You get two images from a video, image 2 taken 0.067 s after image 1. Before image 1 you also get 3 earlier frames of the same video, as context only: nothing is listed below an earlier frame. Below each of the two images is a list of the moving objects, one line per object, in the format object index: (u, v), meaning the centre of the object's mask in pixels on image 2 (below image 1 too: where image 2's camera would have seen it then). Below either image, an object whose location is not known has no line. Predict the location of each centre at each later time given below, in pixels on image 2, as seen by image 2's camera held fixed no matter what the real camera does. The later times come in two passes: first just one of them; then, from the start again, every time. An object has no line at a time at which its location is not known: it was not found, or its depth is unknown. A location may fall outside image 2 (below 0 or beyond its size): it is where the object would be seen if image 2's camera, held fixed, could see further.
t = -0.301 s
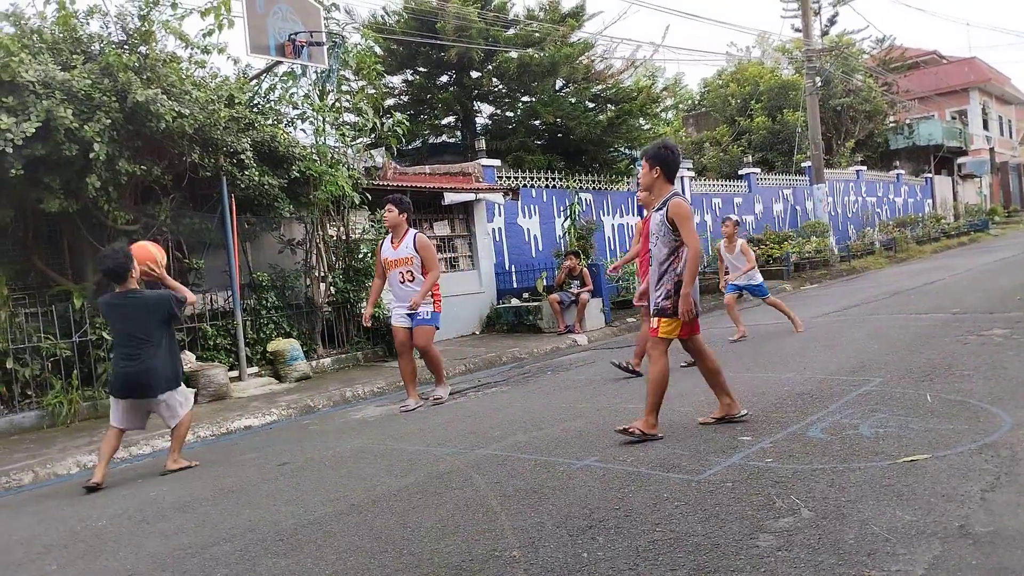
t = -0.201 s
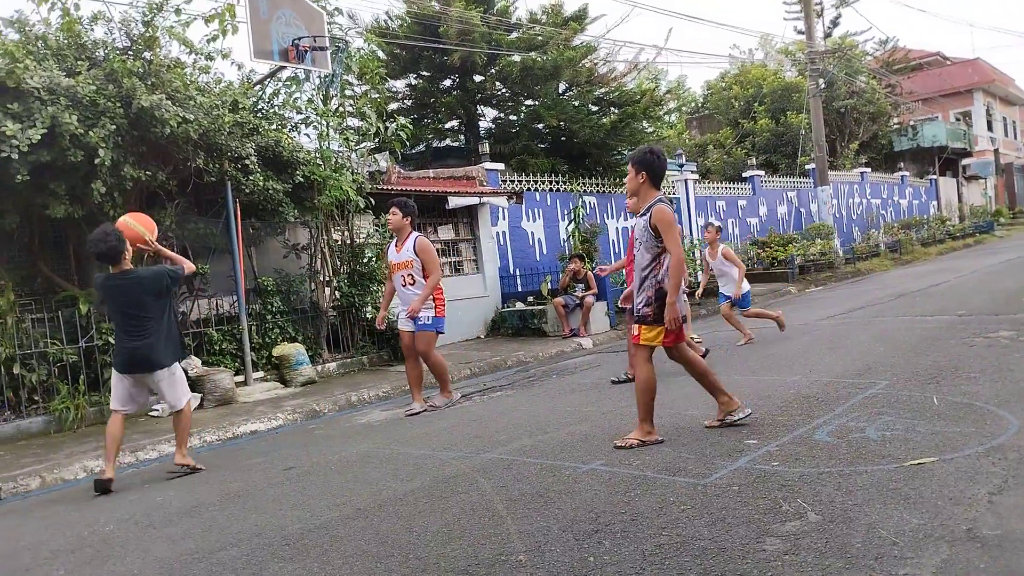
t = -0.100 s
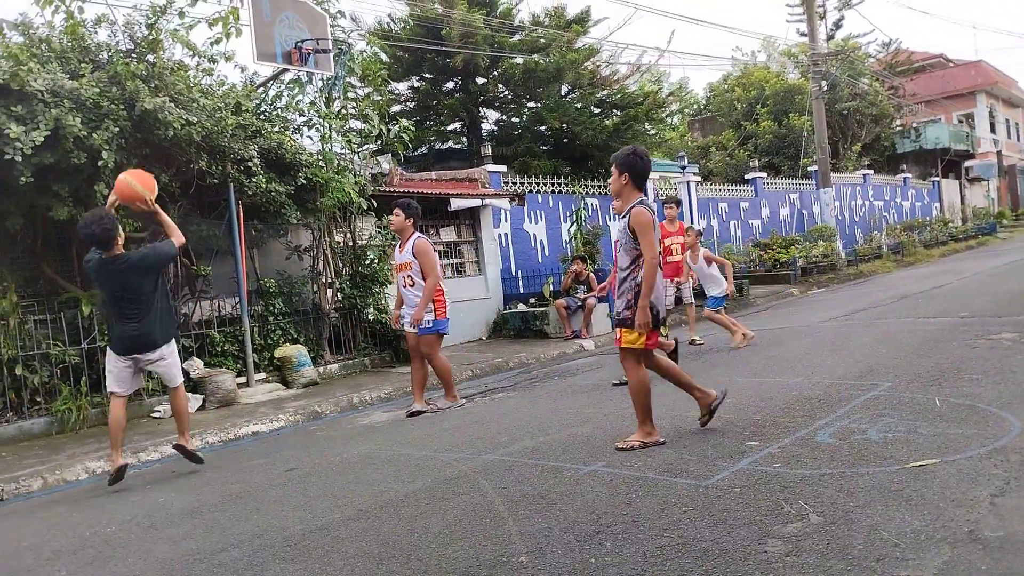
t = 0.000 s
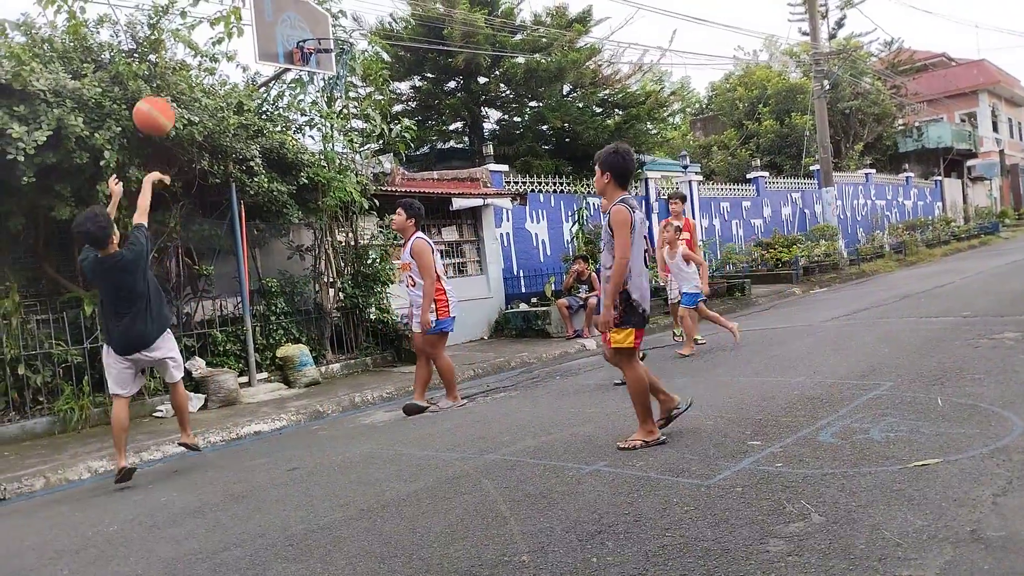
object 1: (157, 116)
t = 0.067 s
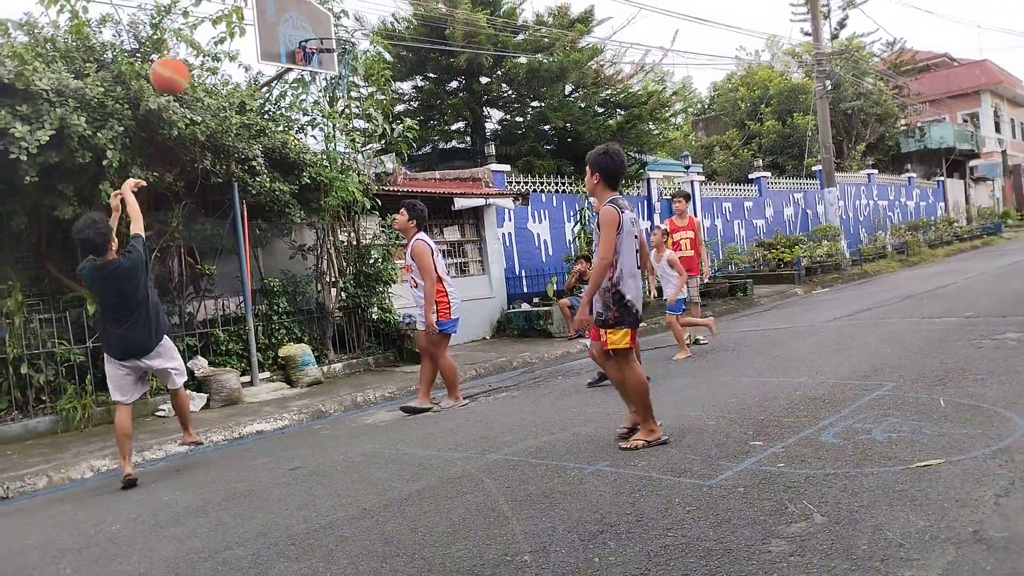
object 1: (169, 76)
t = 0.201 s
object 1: (198, 21)
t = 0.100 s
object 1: (176, 59)
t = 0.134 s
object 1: (184, 44)
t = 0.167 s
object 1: (191, 32)
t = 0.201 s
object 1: (198, 21)
